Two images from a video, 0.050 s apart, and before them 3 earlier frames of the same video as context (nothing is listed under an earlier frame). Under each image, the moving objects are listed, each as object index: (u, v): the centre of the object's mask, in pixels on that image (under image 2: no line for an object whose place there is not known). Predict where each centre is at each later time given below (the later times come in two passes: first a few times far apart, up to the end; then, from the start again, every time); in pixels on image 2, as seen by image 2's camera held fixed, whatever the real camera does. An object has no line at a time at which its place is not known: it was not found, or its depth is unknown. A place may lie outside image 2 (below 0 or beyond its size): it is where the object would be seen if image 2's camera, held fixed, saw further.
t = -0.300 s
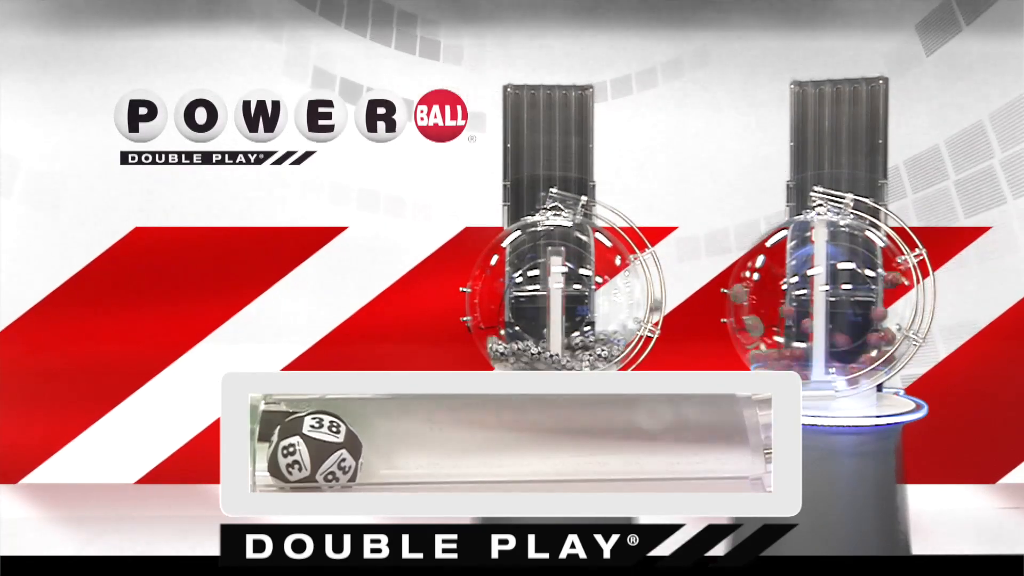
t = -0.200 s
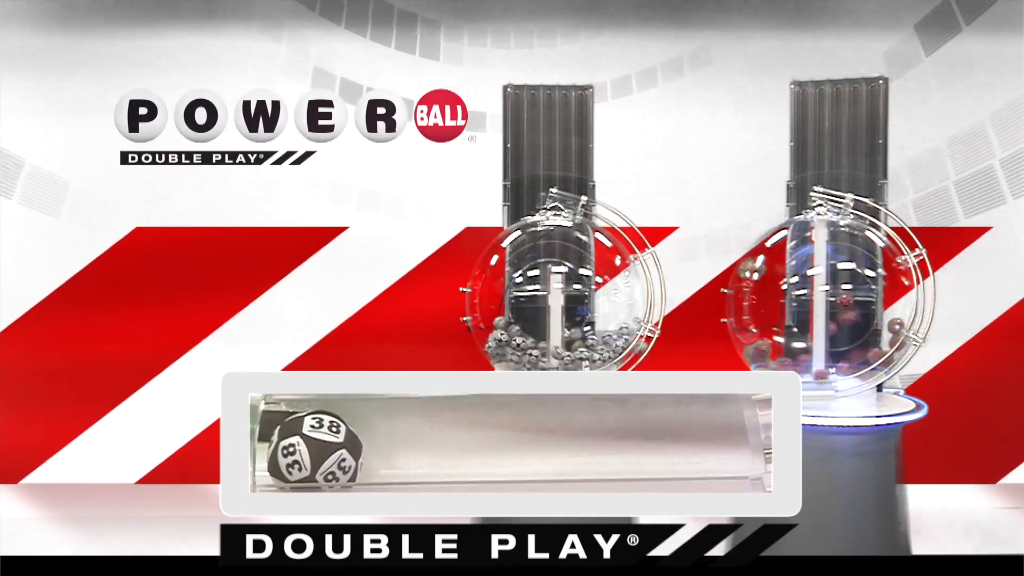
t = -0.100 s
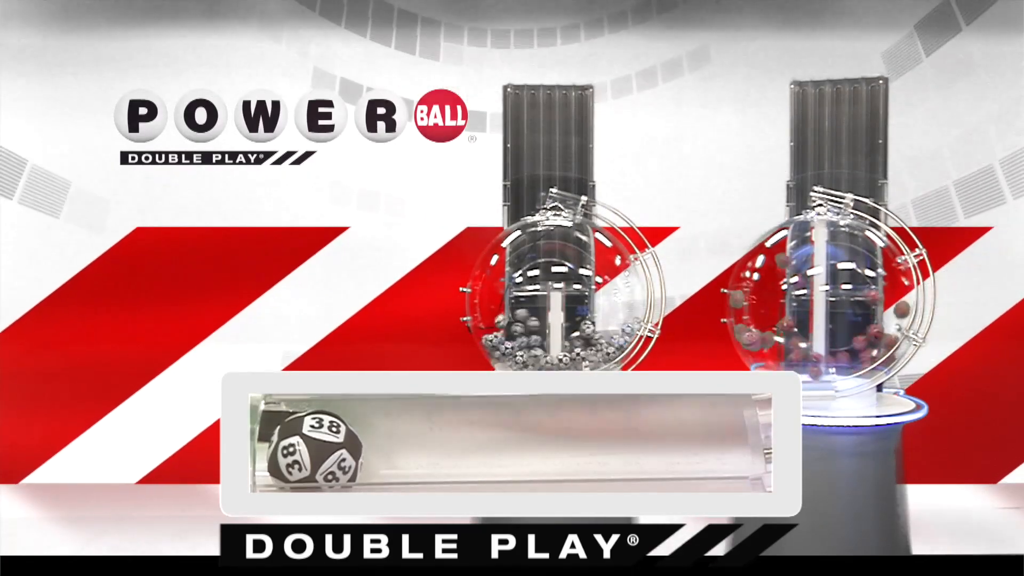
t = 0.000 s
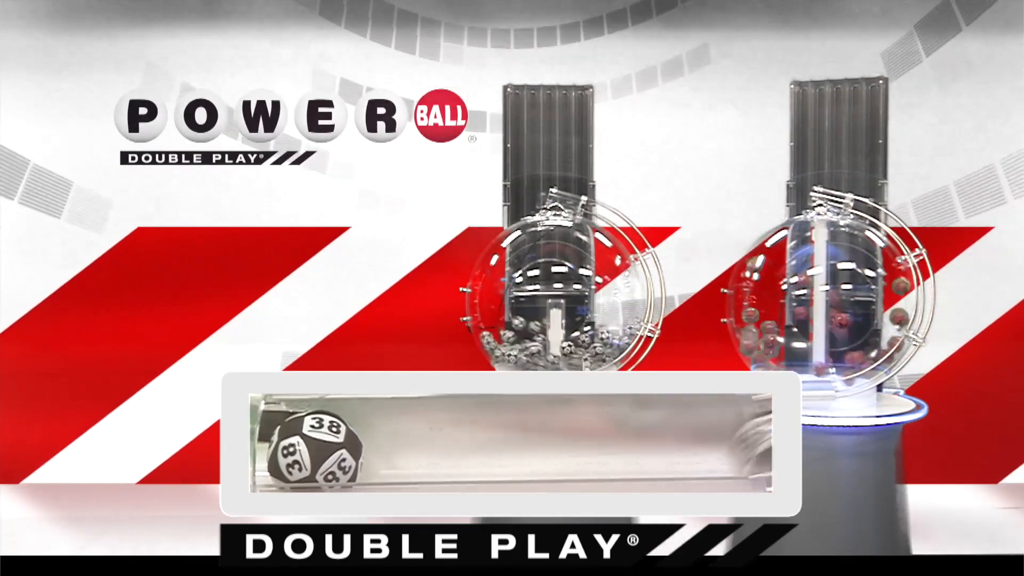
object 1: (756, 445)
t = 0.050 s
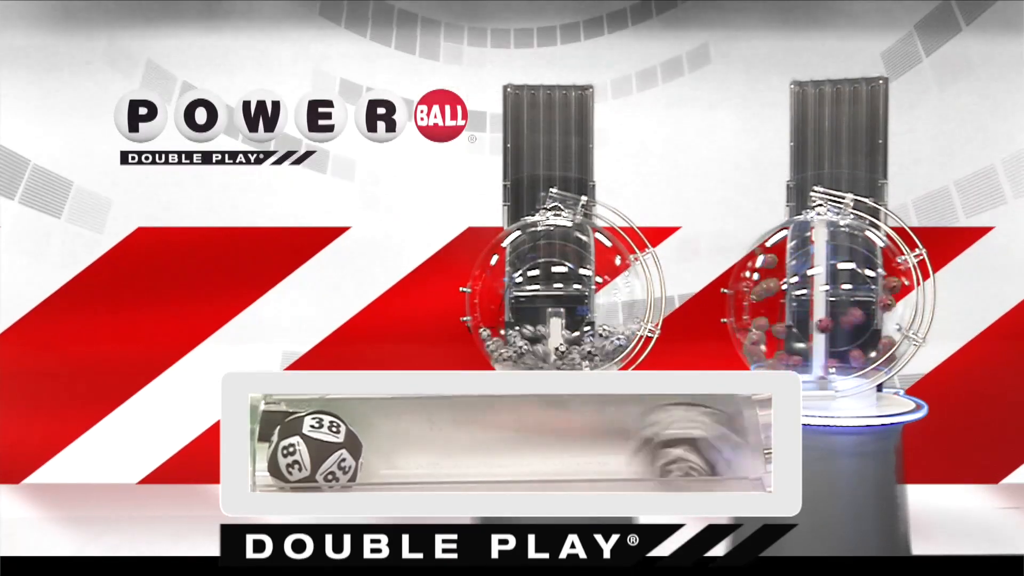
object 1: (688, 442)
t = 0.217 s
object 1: (407, 443)
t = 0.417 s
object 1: (426, 448)
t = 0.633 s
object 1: (409, 449)
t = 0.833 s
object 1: (409, 448)
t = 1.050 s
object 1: (409, 449)
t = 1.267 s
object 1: (409, 449)
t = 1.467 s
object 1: (409, 449)
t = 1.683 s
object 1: (409, 449)
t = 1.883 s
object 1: (409, 449)
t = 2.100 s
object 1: (409, 449)
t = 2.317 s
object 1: (409, 449)
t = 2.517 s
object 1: (409, 449)
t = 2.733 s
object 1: (409, 449)
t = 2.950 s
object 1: (409, 449)
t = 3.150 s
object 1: (409, 448)
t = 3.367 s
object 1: (409, 448)
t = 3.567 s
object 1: (409, 448)
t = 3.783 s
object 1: (409, 449)
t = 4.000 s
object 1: (409, 448)
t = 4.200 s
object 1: (409, 449)
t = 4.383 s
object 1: (409, 449)
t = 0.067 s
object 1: (656, 442)
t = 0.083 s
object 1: (621, 445)
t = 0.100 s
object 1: (591, 446)
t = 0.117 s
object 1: (564, 445)
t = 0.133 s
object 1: (528, 448)
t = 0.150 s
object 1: (495, 446)
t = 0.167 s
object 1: (461, 448)
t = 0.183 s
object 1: (427, 448)
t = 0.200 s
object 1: (406, 446)
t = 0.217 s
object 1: (407, 443)
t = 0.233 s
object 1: (413, 442)
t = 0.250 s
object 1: (419, 444)
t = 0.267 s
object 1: (425, 448)
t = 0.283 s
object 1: (428, 447)
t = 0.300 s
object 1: (429, 446)
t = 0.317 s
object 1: (429, 448)
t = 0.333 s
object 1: (428, 448)
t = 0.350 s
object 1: (426, 448)
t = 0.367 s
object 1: (426, 448)
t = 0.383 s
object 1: (426, 448)
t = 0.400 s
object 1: (426, 448)
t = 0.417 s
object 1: (426, 448)
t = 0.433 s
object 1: (425, 448)
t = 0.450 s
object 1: (424, 449)
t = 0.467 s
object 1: (423, 448)
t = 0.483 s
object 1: (422, 449)
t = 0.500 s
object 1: (421, 448)
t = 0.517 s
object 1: (420, 448)
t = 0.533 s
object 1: (418, 448)
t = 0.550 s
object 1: (417, 449)
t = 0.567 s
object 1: (414, 449)
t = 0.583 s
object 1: (412, 449)
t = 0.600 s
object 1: (410, 449)
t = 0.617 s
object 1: (410, 449)
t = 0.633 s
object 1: (409, 449)
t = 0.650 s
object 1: (409, 449)
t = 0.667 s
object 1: (409, 449)
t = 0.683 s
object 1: (410, 448)
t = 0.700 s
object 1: (409, 449)
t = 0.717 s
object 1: (409, 449)
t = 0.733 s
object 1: (409, 449)
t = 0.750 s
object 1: (409, 449)
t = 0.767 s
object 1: (409, 448)
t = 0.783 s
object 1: (409, 449)
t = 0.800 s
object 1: (409, 449)
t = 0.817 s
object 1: (409, 449)
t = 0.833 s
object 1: (409, 448)
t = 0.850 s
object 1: (409, 449)
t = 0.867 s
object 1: (409, 449)
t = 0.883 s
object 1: (410, 449)
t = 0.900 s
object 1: (409, 449)
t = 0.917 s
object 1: (409, 449)
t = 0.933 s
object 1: (409, 449)
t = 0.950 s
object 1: (409, 449)
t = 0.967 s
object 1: (409, 448)
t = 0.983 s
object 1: (409, 449)
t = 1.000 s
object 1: (409, 449)
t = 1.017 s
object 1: (409, 449)
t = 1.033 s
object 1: (410, 448)
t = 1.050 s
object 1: (409, 449)
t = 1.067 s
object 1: (409, 449)
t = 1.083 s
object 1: (409, 449)
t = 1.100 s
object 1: (410, 448)
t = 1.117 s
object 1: (409, 449)
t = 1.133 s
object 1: (409, 449)
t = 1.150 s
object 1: (410, 449)
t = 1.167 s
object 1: (409, 449)
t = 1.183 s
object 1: (409, 449)
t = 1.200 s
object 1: (409, 449)
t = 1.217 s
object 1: (409, 449)
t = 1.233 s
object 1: (410, 448)
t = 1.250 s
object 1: (409, 449)
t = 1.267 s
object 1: (409, 449)
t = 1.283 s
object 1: (409, 449)
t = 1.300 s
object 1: (409, 448)
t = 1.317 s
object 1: (409, 449)
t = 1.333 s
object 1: (409, 449)
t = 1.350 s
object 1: (409, 449)
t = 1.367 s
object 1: (409, 449)
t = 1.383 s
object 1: (409, 449)
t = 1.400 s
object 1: (409, 449)
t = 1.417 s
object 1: (409, 449)
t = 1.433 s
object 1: (409, 449)
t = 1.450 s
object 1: (409, 449)
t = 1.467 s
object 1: (409, 449)
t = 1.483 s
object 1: (409, 449)
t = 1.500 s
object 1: (409, 449)
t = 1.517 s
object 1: (409, 449)
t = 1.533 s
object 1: (409, 449)
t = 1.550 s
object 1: (409, 449)
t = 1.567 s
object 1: (409, 449)
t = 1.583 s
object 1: (409, 449)
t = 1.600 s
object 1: (409, 449)
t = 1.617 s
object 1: (409, 449)
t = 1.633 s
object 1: (409, 448)
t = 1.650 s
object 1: (409, 449)
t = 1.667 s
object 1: (409, 449)
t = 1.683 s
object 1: (409, 449)
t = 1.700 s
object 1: (409, 449)
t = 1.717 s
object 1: (409, 449)
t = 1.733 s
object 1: (409, 449)
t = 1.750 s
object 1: (409, 449)
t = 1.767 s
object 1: (409, 449)
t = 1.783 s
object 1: (409, 449)
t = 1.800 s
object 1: (409, 449)
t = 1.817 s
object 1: (409, 449)
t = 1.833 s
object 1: (409, 449)
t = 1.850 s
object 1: (409, 449)
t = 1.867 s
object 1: (409, 449)
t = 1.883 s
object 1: (409, 449)
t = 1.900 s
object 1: (409, 448)
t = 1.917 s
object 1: (409, 449)
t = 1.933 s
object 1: (409, 449)
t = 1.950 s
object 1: (409, 449)
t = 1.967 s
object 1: (409, 449)
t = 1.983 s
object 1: (409, 449)
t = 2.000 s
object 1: (409, 449)
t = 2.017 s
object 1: (409, 449)
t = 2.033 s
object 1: (409, 448)
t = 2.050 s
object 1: (409, 449)
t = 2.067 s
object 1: (409, 449)
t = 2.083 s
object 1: (409, 449)
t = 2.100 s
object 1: (409, 449)
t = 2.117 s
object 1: (409, 449)
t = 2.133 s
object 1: (409, 449)
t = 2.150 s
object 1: (409, 449)
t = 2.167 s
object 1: (409, 448)
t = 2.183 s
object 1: (409, 449)
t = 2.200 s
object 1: (409, 449)
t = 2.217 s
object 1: (409, 449)
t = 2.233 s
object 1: (409, 448)
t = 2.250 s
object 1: (409, 449)
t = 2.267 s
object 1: (409, 449)
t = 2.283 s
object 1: (409, 449)
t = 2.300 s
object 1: (409, 449)
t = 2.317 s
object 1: (409, 449)
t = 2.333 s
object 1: (409, 449)
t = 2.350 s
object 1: (409, 449)
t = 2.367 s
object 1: (409, 448)
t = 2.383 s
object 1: (409, 449)
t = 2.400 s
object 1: (409, 449)
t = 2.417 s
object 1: (409, 449)
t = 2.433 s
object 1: (409, 449)
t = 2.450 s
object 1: (409, 449)
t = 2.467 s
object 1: (409, 449)
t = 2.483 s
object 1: (409, 449)
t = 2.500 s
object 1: (409, 449)
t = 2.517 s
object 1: (409, 449)
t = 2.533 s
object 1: (409, 449)
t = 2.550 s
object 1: (409, 448)
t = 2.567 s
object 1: (409, 449)
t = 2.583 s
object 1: (409, 449)
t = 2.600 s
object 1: (409, 449)
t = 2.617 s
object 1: (409, 449)
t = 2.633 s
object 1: (409, 448)
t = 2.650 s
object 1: (409, 449)
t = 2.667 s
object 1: (409, 449)
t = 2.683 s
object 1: (409, 449)
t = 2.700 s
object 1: (409, 449)
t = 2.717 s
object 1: (409, 449)
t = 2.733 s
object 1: (409, 449)
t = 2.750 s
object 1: (409, 449)
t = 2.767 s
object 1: (409, 449)
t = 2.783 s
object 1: (409, 449)
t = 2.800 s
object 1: (409, 449)
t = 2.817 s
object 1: (409, 449)
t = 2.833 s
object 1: (409, 449)
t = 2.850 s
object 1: (409, 449)
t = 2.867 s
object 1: (409, 449)
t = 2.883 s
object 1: (409, 449)
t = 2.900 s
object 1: (409, 449)
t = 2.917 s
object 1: (409, 449)
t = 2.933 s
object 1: (409, 449)
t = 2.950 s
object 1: (409, 449)
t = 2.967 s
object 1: (409, 449)
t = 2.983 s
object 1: (409, 449)
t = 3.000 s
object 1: (409, 449)
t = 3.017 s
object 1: (409, 449)
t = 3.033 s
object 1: (409, 448)
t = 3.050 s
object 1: (409, 449)
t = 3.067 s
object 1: (409, 449)
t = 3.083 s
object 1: (409, 449)
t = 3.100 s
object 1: (409, 449)
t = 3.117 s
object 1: (409, 449)
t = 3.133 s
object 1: (409, 449)
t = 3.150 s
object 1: (409, 448)
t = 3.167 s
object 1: (409, 449)
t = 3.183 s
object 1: (409, 448)
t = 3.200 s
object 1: (409, 449)
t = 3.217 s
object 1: (409, 449)
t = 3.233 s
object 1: (409, 448)
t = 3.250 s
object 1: (409, 449)
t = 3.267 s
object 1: (409, 449)
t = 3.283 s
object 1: (409, 449)
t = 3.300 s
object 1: (409, 448)
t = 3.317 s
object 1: (409, 449)
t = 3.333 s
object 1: (409, 448)
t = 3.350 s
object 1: (409, 449)
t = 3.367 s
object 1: (409, 448)
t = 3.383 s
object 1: (409, 449)
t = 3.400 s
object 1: (409, 449)
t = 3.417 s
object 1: (409, 448)
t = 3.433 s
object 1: (409, 449)
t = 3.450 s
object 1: (409, 449)
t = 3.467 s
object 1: (409, 449)
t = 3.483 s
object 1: (409, 449)
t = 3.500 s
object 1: (409, 448)
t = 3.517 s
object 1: (409, 449)
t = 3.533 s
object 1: (409, 449)
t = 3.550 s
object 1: (409, 449)
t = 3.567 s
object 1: (409, 448)
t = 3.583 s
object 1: (409, 449)
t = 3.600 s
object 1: (409, 448)
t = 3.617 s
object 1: (409, 449)
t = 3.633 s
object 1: (409, 448)
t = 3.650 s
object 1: (409, 449)
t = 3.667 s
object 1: (409, 449)
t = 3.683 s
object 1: (409, 449)
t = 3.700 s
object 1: (409, 449)
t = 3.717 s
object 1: (409, 449)
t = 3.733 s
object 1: (409, 448)
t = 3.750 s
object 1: (409, 449)
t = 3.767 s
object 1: (409, 448)
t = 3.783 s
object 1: (409, 449)
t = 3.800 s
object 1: (409, 449)
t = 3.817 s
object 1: (409, 449)
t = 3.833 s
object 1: (409, 449)
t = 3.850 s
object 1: (409, 449)
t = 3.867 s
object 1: (409, 448)
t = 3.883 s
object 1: (409, 449)
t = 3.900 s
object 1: (409, 449)
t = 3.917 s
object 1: (409, 449)
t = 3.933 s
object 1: (409, 449)
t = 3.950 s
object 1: (409, 449)
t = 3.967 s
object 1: (409, 448)
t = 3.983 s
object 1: (409, 449)
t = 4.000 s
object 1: (409, 448)
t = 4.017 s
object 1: (409, 449)
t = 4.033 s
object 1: (409, 448)
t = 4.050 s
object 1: (409, 448)
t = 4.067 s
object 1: (409, 449)
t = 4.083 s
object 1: (409, 449)
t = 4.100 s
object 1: (409, 448)
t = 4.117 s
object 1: (409, 449)
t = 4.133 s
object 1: (409, 448)
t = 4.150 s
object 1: (409, 449)
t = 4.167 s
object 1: (409, 449)
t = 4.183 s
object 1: (409, 448)
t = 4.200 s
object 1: (409, 449)
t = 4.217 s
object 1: (409, 448)
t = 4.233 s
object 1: (409, 449)
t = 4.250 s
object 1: (409, 448)
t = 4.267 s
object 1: (409, 449)
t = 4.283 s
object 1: (409, 449)
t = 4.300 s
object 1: (409, 448)
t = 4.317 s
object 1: (409, 449)
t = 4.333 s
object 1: (409, 448)
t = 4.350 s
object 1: (409, 449)
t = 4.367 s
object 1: (409, 449)
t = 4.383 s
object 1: (409, 449)
